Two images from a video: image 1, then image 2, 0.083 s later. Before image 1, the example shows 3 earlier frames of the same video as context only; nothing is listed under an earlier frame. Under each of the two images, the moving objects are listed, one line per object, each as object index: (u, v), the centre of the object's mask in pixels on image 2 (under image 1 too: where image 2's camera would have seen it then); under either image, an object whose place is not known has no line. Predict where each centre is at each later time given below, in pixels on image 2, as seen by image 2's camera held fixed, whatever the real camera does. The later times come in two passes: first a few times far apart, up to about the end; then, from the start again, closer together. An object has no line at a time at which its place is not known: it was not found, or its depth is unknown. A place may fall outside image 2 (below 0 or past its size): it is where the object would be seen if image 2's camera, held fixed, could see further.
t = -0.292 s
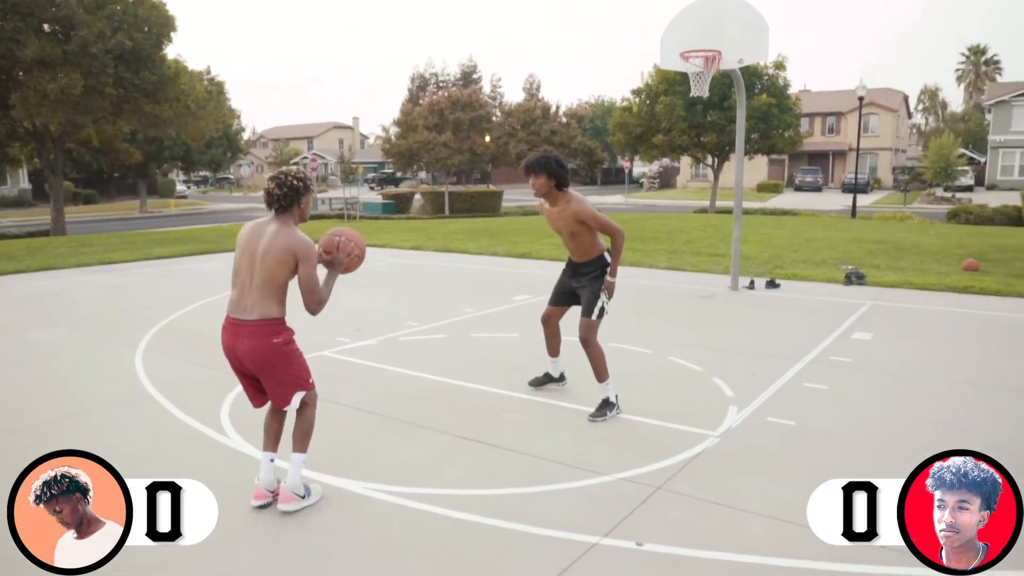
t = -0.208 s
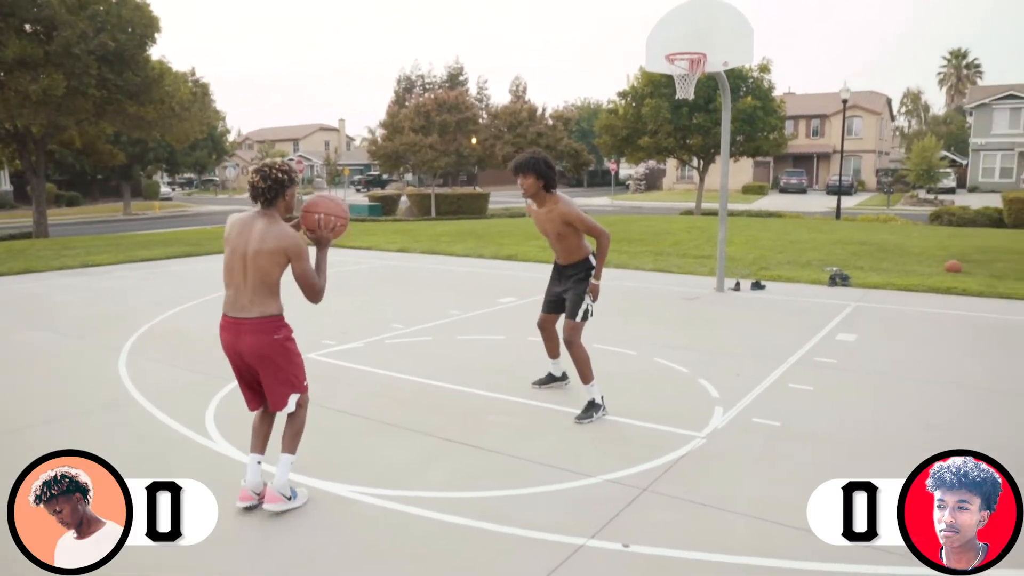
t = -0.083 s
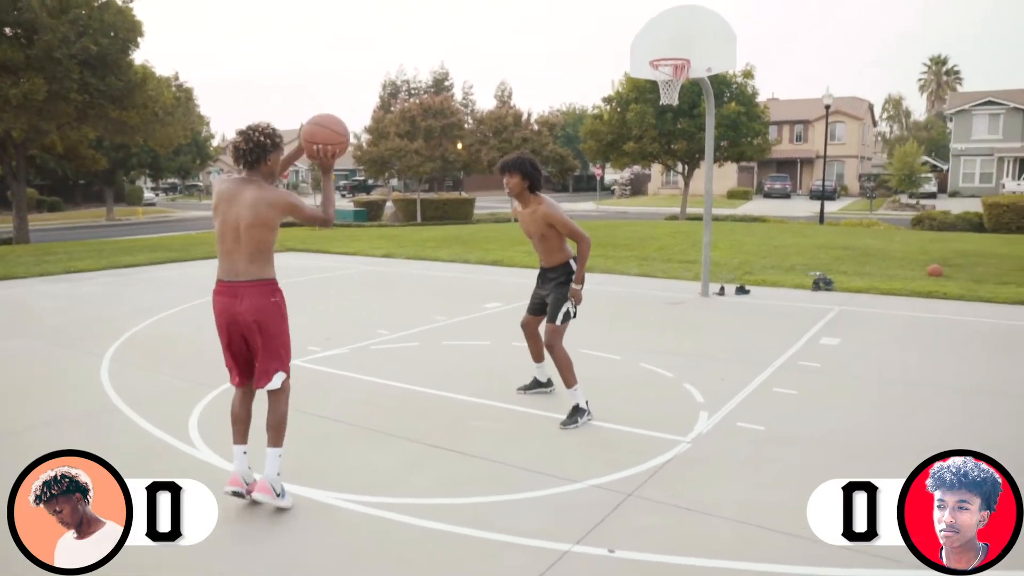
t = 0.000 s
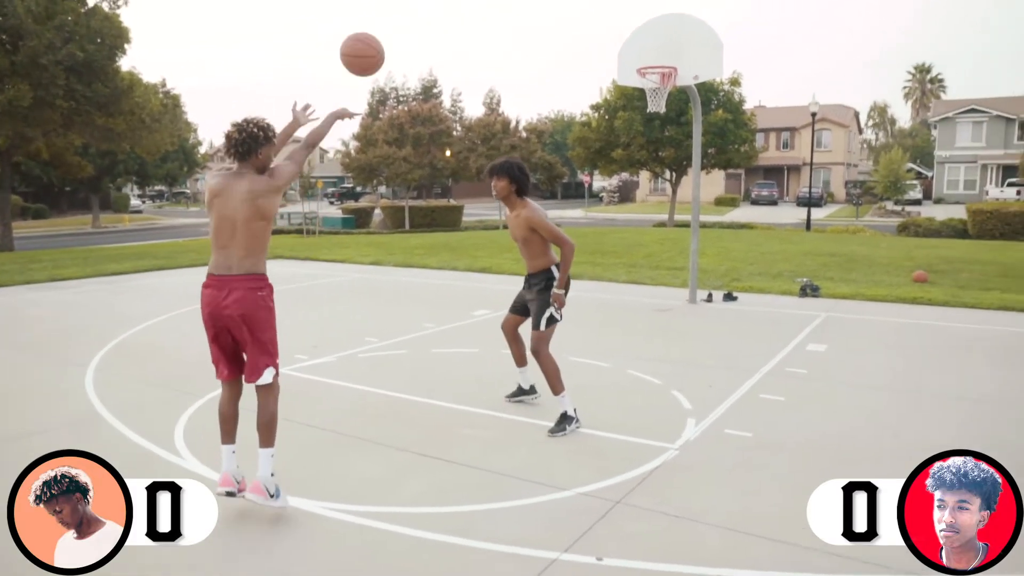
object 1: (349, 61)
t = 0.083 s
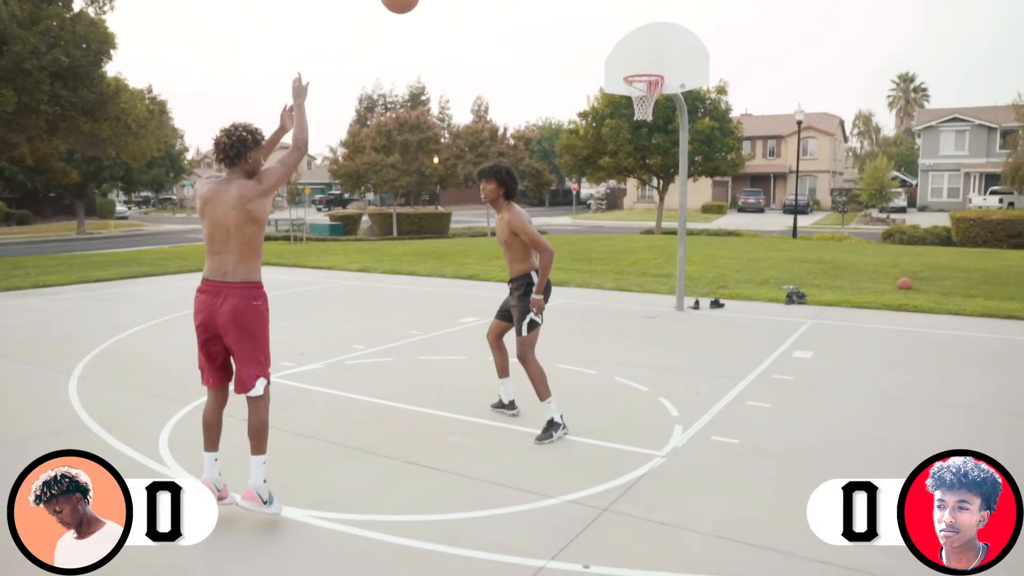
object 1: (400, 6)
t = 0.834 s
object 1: (623, -18)
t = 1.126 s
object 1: (636, 67)
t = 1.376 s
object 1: (655, 65)
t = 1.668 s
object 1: (636, 72)
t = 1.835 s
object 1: (623, 111)
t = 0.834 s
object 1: (623, -18)
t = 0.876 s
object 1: (627, -12)
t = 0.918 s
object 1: (633, 2)
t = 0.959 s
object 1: (638, 17)
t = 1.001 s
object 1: (643, 34)
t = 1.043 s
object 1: (648, 51)
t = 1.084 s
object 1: (643, 60)
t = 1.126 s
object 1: (636, 67)
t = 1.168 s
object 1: (637, 68)
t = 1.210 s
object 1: (647, 67)
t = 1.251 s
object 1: (656, 67)
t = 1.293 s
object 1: (658, 66)
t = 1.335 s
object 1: (657, 65)
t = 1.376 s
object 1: (655, 65)
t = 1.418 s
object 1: (652, 62)
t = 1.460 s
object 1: (649, 60)
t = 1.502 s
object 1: (647, 59)
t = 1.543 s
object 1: (644, 60)
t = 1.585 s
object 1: (642, 62)
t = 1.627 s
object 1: (639, 66)
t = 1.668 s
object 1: (636, 72)
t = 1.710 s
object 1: (633, 79)
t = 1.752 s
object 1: (629, 88)
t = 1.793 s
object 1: (626, 99)
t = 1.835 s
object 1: (623, 111)
